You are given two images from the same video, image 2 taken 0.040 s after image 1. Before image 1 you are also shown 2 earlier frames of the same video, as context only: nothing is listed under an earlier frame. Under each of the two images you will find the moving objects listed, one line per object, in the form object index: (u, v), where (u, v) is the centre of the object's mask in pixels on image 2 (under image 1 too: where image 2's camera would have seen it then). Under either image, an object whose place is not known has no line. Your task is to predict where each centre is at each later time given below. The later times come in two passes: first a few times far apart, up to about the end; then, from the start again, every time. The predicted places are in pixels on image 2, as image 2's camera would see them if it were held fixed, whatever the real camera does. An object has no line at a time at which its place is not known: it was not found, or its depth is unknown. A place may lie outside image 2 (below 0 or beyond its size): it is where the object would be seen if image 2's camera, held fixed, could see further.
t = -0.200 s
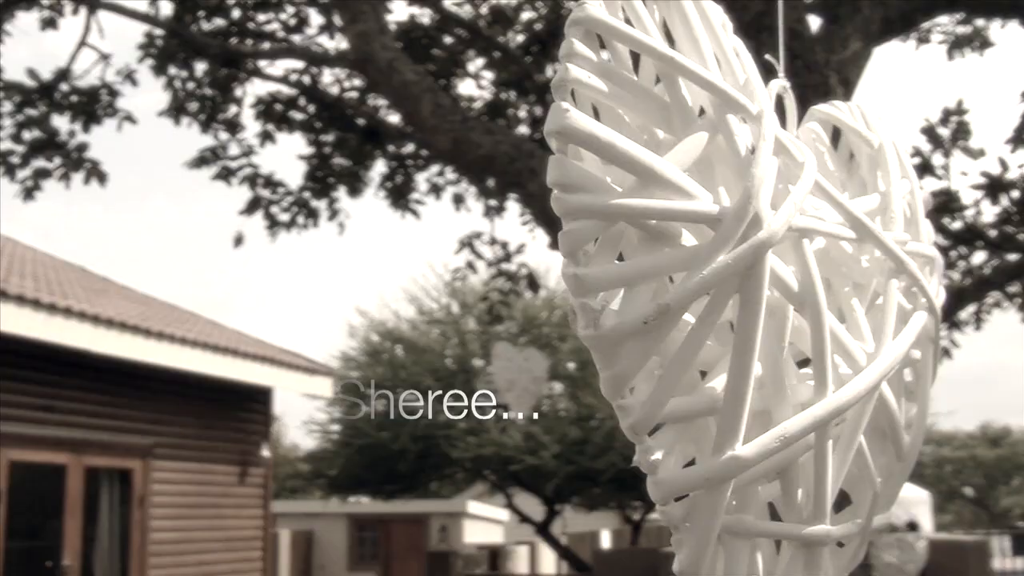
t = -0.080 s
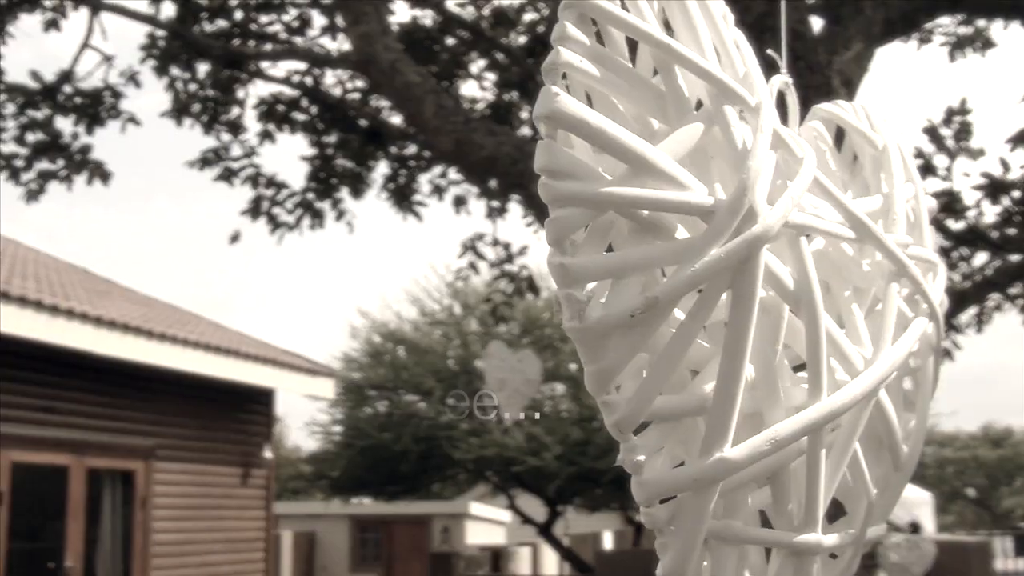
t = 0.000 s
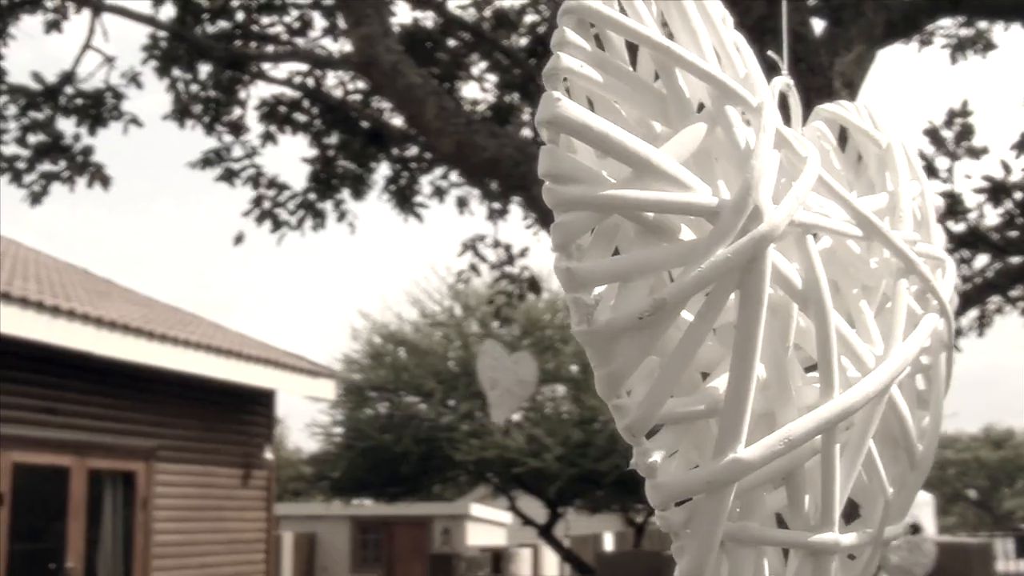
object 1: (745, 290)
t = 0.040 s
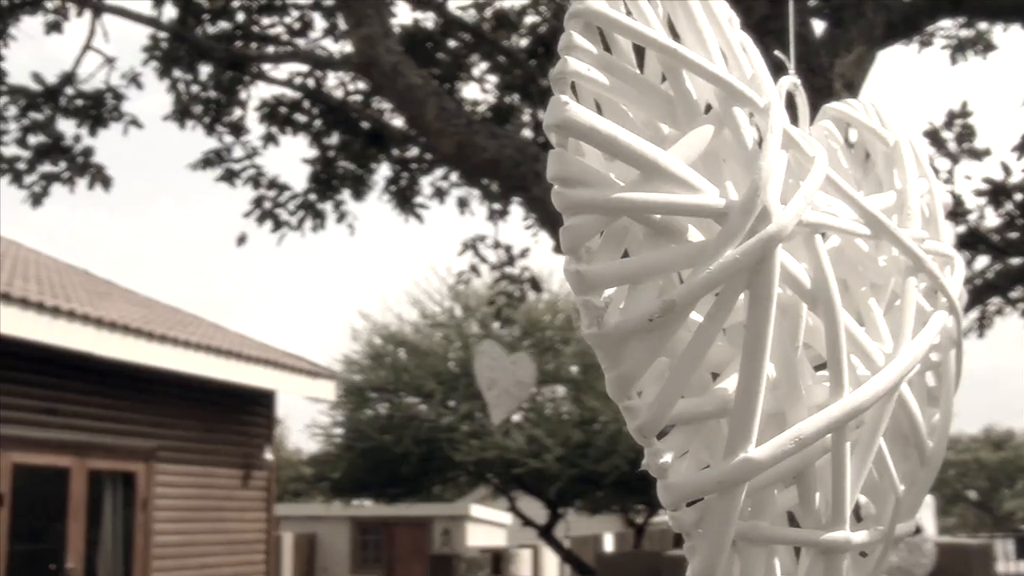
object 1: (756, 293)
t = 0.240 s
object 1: (816, 296)
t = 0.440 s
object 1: (864, 319)
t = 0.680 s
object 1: (883, 323)
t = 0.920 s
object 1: (857, 320)
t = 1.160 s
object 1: (817, 294)
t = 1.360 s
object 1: (816, 282)
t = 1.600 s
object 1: (856, 270)
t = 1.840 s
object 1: (890, 289)
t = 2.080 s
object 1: (896, 311)
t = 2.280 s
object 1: (871, 313)
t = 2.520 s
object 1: (816, 294)
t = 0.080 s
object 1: (766, 291)
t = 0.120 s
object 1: (778, 289)
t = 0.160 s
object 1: (790, 289)
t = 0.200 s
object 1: (803, 291)
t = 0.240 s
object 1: (816, 296)
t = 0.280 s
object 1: (829, 302)
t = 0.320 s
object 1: (840, 308)
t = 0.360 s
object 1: (849, 313)
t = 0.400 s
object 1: (857, 316)
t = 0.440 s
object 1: (864, 319)
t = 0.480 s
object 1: (871, 320)
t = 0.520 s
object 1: (875, 321)
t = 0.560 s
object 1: (879, 322)
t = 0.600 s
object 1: (881, 323)
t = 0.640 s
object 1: (883, 323)
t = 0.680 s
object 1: (883, 323)
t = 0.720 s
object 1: (881, 323)
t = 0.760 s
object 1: (879, 324)
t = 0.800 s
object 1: (875, 324)
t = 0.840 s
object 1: (870, 323)
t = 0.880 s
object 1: (864, 322)
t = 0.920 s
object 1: (857, 320)
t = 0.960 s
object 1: (850, 316)
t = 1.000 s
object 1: (842, 312)
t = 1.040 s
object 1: (835, 307)
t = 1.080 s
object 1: (828, 301)
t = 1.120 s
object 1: (822, 297)
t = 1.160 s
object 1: (817, 294)
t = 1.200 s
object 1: (814, 292)
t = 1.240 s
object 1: (812, 290)
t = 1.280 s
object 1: (812, 288)
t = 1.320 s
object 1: (813, 285)
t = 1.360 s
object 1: (816, 282)
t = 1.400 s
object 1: (821, 279)
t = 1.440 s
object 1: (827, 277)
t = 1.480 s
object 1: (834, 274)
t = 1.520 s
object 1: (842, 271)
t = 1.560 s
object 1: (849, 271)
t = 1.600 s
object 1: (856, 270)
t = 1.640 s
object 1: (863, 272)
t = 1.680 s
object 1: (869, 273)
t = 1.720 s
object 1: (874, 276)
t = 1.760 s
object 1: (880, 280)
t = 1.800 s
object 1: (885, 285)
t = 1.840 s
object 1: (890, 289)
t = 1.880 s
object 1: (894, 294)
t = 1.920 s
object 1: (896, 299)
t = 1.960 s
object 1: (898, 303)
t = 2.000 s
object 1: (898, 307)
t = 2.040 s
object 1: (897, 309)
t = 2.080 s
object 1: (896, 311)
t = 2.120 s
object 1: (893, 312)
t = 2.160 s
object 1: (889, 312)
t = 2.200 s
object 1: (884, 313)
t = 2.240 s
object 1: (878, 311)
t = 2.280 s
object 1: (871, 313)
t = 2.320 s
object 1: (864, 308)
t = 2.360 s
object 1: (855, 307)
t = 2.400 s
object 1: (846, 305)
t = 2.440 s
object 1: (837, 302)
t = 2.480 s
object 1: (826, 298)
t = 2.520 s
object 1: (816, 294)
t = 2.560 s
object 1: (808, 290)
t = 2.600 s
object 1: (802, 286)
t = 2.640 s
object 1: (799, 285)
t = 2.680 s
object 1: (797, 283)
